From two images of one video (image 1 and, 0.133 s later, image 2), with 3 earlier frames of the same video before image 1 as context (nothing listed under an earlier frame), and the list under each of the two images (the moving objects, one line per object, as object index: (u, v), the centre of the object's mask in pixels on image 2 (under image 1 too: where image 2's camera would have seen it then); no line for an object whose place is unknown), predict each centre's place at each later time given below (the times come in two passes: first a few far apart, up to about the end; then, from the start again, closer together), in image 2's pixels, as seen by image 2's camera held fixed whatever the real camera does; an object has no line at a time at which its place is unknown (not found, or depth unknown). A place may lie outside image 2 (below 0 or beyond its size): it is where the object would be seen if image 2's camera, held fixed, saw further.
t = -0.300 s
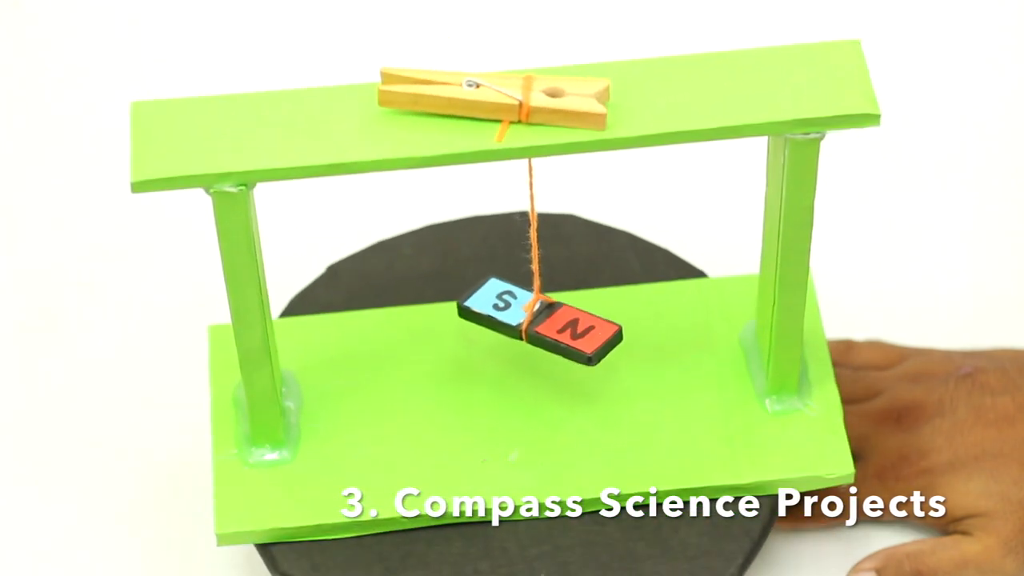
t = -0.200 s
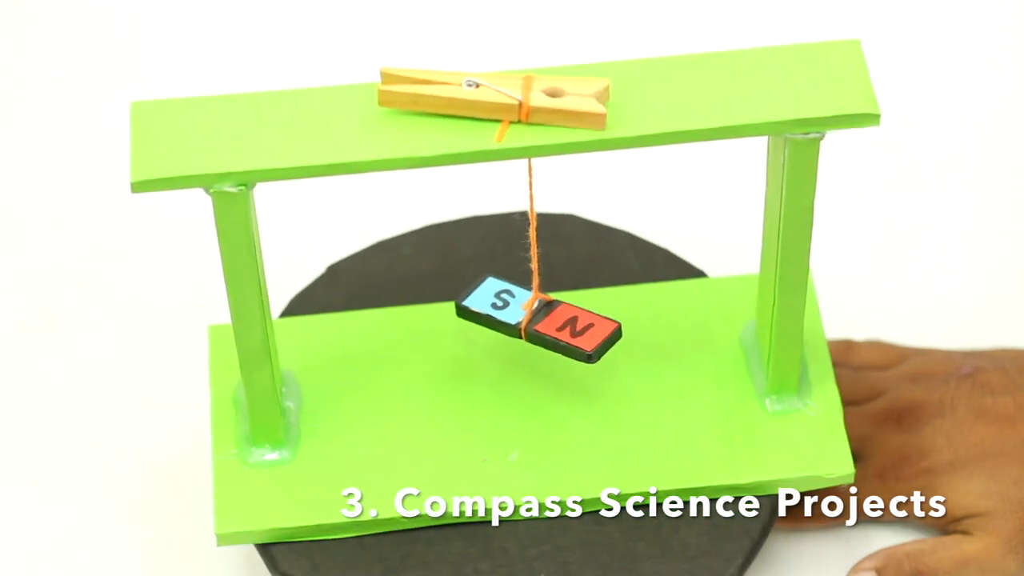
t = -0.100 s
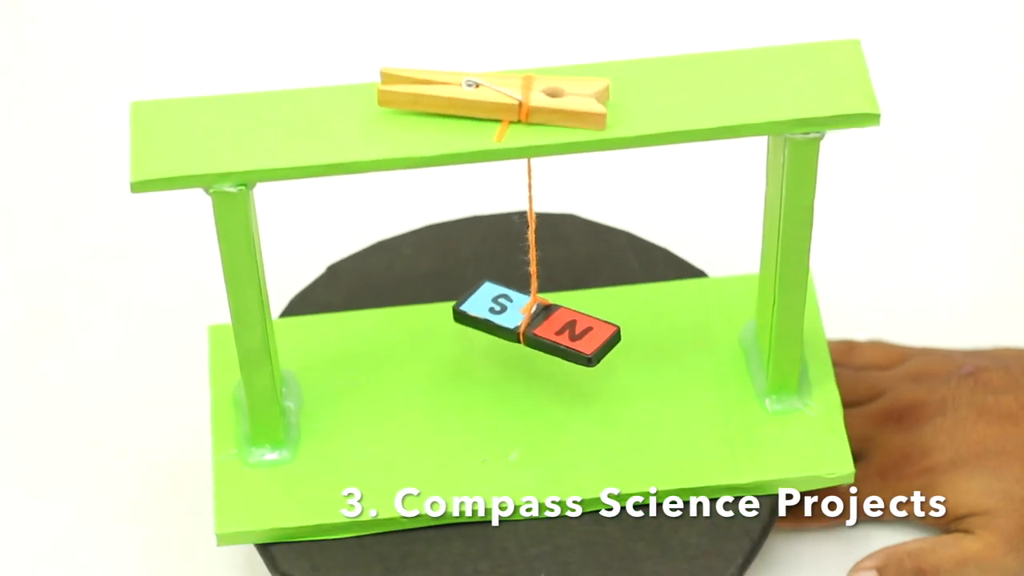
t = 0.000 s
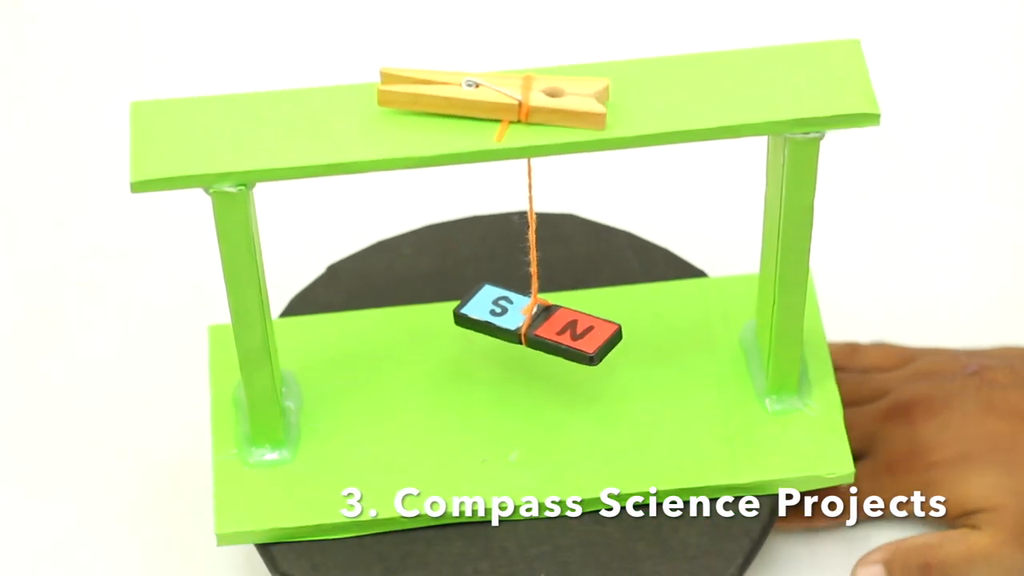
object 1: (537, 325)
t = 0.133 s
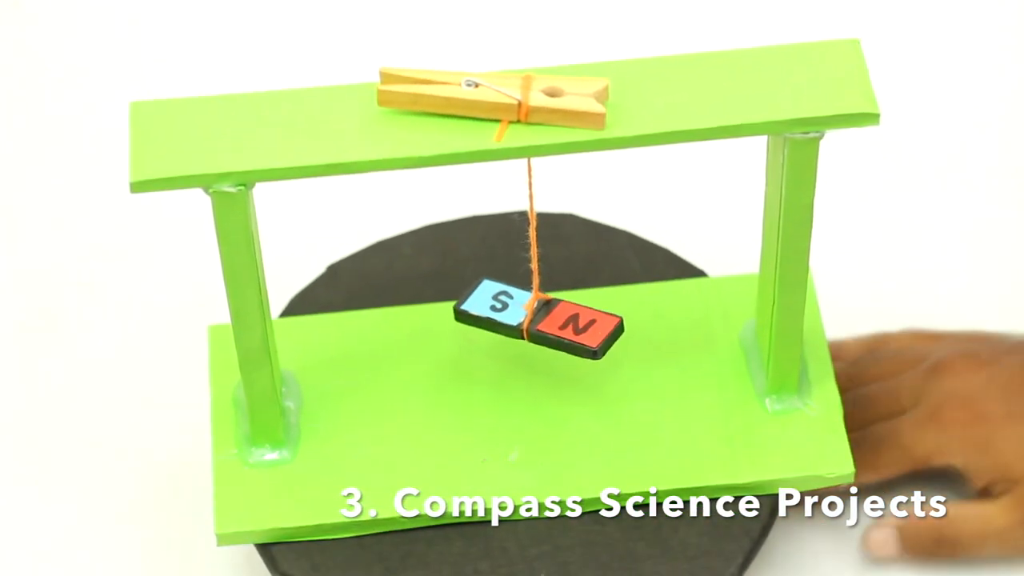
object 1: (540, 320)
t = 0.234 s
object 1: (536, 324)
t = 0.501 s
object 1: (537, 322)
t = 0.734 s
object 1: (539, 319)
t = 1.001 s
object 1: (540, 319)
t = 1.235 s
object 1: (539, 320)
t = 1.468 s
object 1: (537, 323)
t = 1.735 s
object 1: (538, 325)
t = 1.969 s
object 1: (532, 322)
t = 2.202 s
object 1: (536, 321)
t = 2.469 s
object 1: (536, 319)
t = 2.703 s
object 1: (537, 319)
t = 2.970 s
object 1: (536, 321)
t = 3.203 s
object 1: (534, 323)
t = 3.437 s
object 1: (536, 323)
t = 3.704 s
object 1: (536, 323)
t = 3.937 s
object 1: (537, 321)
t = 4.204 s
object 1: (536, 322)
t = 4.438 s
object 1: (534, 325)
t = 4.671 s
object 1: (534, 329)
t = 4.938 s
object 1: (536, 334)
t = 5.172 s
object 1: (536, 325)
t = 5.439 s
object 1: (537, 327)
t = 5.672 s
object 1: (538, 322)
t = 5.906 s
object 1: (536, 321)
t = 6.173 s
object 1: (534, 321)
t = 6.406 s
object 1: (534, 322)
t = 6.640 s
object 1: (538, 320)
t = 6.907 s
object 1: (535, 320)
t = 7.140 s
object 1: (535, 320)
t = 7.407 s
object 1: (533, 321)
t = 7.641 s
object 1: (531, 323)
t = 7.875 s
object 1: (532, 324)
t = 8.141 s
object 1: (532, 323)
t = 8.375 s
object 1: (534, 322)
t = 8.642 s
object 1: (536, 320)
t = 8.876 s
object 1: (535, 320)
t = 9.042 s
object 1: (533, 322)
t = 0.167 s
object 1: (539, 321)
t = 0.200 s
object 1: (537, 322)
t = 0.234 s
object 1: (536, 324)
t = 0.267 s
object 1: (537, 325)
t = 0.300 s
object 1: (538, 324)
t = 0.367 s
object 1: (540, 321)
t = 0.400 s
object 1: (540, 319)
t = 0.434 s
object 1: (539, 319)
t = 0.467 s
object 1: (538, 320)
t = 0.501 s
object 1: (537, 322)
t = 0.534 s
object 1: (536, 324)
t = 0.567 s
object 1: (537, 325)
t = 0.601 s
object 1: (538, 324)
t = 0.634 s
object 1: (539, 322)
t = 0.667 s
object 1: (540, 320)
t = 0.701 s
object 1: (540, 319)
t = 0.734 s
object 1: (539, 319)
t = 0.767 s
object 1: (537, 321)
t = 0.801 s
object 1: (536, 323)
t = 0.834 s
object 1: (536, 324)
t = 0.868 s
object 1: (537, 324)
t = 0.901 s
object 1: (538, 323)
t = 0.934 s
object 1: (539, 321)
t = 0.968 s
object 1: (540, 319)
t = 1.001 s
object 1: (540, 319)
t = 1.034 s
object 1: (538, 319)
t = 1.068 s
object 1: (537, 321)
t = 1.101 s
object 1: (536, 323)
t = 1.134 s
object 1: (536, 324)
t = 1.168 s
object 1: (537, 323)
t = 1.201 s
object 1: (538, 322)
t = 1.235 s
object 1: (539, 320)
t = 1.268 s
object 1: (540, 319)
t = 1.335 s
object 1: (538, 320)
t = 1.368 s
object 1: (536, 322)
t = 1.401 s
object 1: (536, 323)
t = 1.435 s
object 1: (536, 324)
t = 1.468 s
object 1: (537, 323)
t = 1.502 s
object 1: (539, 321)
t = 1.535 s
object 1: (540, 319)
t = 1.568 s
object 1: (540, 318)
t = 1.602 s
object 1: (540, 319)
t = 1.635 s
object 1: (539, 320)
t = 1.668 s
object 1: (538, 322)
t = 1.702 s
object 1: (538, 323)
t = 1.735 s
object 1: (538, 325)
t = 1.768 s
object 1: (540, 321)
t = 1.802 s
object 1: (540, 321)
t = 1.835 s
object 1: (542, 319)
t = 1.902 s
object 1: (541, 319)
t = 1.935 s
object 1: (533, 320)
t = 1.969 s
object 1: (532, 322)
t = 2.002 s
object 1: (532, 324)
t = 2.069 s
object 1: (534, 322)
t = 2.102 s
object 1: (535, 320)
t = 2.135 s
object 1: (536, 319)
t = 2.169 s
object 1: (536, 319)
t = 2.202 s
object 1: (536, 321)
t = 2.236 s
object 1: (535, 321)
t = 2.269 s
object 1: (534, 323)
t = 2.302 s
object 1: (534, 324)
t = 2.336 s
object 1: (534, 323)
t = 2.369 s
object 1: (535, 321)
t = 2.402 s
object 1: (536, 321)
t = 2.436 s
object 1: (536, 319)
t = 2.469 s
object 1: (536, 319)
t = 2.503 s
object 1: (536, 321)
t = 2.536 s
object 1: (536, 322)
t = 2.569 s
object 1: (535, 323)
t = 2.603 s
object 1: (535, 323)
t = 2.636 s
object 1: (535, 323)
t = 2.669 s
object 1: (536, 321)
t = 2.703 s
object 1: (537, 319)
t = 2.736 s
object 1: (538, 319)
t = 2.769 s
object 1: (538, 319)
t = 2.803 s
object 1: (537, 321)
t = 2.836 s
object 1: (536, 322)
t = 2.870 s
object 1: (535, 323)
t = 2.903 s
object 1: (535, 323)
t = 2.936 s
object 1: (535, 322)
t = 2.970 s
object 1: (536, 321)
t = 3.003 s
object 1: (537, 319)
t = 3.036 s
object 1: (537, 319)
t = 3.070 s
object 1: (538, 320)
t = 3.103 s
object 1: (537, 321)
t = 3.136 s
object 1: (536, 323)
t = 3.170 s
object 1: (535, 324)
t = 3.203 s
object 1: (534, 323)
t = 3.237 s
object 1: (535, 322)
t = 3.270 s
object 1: (536, 320)
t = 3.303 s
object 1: (537, 319)
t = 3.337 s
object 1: (538, 319)
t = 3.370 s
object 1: (537, 320)
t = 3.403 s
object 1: (537, 322)
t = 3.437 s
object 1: (536, 323)
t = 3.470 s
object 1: (534, 324)
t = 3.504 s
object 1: (534, 323)
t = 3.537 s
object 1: (534, 322)
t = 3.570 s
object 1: (535, 321)
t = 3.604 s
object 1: (536, 320)
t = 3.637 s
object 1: (537, 320)
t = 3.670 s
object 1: (537, 321)
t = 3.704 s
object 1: (536, 323)
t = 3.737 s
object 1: (535, 324)
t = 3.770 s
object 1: (534, 324)
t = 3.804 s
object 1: (533, 324)
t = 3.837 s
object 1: (534, 323)
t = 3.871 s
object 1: (535, 321)
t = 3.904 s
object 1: (536, 321)
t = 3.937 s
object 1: (537, 321)
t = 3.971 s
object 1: (537, 322)
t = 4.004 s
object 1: (536, 324)
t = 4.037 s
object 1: (534, 325)
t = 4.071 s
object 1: (533, 325)
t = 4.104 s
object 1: (533, 324)
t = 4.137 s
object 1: (534, 323)
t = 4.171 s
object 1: (535, 322)
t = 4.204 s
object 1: (536, 322)
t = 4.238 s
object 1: (537, 322)
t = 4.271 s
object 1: (537, 323)
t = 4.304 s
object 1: (536, 325)
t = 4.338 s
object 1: (534, 326)
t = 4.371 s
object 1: (533, 326)
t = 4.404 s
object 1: (533, 325)
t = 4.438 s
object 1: (534, 325)
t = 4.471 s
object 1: (535, 324)
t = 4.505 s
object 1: (537, 323)
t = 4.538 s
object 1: (537, 324)
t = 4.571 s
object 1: (537, 325)
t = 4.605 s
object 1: (536, 327)
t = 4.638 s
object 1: (534, 328)
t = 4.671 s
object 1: (534, 329)
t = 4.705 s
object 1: (534, 329)
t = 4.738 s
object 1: (535, 328)
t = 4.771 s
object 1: (537, 327)
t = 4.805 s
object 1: (538, 327)
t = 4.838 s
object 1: (539, 329)
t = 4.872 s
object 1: (538, 331)
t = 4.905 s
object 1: (537, 332)
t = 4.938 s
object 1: (536, 334)
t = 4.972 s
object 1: (533, 327)
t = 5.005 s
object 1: (533, 326)
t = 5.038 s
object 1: (535, 325)
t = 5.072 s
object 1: (536, 324)
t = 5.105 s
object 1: (537, 324)
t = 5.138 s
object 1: (537, 324)
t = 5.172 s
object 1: (536, 325)
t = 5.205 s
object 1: (535, 326)
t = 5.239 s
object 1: (534, 327)
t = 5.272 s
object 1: (532, 334)
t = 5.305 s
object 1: (533, 333)
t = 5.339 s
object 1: (535, 331)
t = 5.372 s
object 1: (537, 329)
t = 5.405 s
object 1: (537, 328)
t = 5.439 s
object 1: (537, 327)
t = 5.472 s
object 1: (536, 327)
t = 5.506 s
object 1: (535, 327)
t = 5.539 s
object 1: (535, 327)
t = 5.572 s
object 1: (535, 326)
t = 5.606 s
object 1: (536, 324)
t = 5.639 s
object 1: (537, 323)
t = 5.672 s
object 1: (538, 322)
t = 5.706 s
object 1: (538, 321)
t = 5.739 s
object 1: (538, 322)
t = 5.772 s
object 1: (536, 323)
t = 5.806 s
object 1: (535, 324)
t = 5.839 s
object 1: (535, 324)
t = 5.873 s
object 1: (535, 323)
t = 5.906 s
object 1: (536, 321)
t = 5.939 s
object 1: (537, 320)
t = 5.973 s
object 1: (538, 320)
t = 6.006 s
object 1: (538, 320)
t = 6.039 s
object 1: (537, 321)
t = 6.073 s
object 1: (536, 322)
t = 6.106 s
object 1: (535, 323)
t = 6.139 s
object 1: (534, 322)
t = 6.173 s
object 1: (534, 321)
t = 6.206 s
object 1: (535, 320)
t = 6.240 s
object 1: (536, 319)
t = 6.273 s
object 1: (537, 319)
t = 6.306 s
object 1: (537, 319)
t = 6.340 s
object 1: (536, 320)
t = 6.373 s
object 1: (535, 322)
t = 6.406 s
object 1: (534, 322)
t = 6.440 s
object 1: (535, 322)
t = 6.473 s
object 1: (535, 321)
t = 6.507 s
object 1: (537, 320)
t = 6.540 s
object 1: (538, 319)
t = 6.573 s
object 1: (539, 319)
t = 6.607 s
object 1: (539, 320)
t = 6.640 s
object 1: (538, 320)
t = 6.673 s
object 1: (531, 321)
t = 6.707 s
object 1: (531, 322)
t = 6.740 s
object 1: (532, 321)
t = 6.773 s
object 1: (533, 321)
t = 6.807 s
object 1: (534, 320)
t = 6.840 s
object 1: (535, 319)
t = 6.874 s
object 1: (535, 320)
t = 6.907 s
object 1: (535, 320)
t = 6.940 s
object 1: (534, 322)
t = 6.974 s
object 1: (533, 322)
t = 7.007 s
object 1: (532, 323)
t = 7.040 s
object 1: (532, 322)
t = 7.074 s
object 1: (533, 321)
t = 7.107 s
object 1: (534, 320)
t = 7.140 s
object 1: (535, 320)
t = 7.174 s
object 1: (535, 320)
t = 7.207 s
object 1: (534, 321)
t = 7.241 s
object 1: (533, 322)
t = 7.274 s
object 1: (532, 323)
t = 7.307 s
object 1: (532, 323)
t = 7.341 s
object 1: (532, 322)
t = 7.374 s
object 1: (532, 321)
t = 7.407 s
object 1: (533, 321)
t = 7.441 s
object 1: (534, 320)
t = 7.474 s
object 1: (534, 321)
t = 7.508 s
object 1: (534, 322)
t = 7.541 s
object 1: (533, 323)
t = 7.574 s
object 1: (532, 323)
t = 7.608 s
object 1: (531, 323)
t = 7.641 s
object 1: (531, 323)
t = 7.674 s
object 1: (532, 322)
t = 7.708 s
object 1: (533, 321)
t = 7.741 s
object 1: (534, 321)
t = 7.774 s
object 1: (534, 322)
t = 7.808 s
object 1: (534, 322)
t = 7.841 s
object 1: (533, 323)
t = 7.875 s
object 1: (532, 324)
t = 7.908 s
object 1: (531, 323)
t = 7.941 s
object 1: (531, 322)
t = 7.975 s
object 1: (532, 322)
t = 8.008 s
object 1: (533, 321)
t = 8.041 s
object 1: (534, 321)
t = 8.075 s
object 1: (534, 322)
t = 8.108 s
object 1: (533, 322)
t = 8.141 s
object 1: (532, 323)
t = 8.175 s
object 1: (531, 323)
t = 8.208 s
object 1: (531, 323)
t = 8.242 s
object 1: (531, 322)
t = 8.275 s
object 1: (532, 321)
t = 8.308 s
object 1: (533, 321)
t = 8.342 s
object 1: (534, 321)
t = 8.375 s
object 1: (534, 322)
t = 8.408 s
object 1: (533, 322)
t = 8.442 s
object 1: (532, 323)
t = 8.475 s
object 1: (531, 323)
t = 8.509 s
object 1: (531, 322)
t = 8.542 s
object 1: (532, 322)
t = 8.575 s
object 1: (533, 321)
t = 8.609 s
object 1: (536, 320)
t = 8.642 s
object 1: (536, 320)
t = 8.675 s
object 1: (536, 321)
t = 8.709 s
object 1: (535, 322)
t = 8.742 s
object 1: (534, 322)
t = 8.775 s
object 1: (533, 322)
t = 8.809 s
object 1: (533, 321)
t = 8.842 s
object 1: (533, 321)
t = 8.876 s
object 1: (535, 320)
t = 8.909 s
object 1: (536, 320)
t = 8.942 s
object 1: (536, 320)
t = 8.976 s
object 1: (536, 321)
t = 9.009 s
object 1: (534, 321)
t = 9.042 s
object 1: (533, 322)
